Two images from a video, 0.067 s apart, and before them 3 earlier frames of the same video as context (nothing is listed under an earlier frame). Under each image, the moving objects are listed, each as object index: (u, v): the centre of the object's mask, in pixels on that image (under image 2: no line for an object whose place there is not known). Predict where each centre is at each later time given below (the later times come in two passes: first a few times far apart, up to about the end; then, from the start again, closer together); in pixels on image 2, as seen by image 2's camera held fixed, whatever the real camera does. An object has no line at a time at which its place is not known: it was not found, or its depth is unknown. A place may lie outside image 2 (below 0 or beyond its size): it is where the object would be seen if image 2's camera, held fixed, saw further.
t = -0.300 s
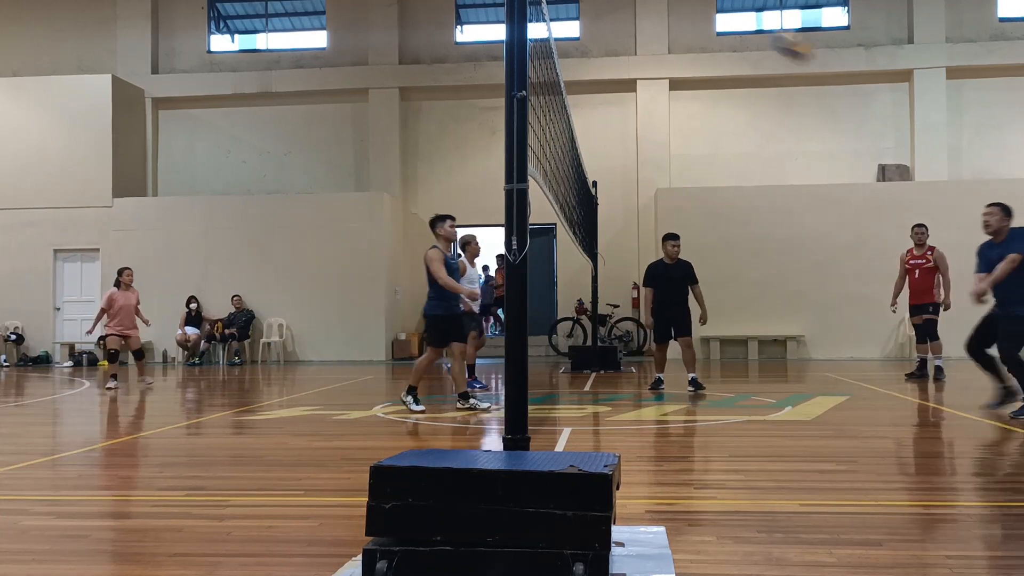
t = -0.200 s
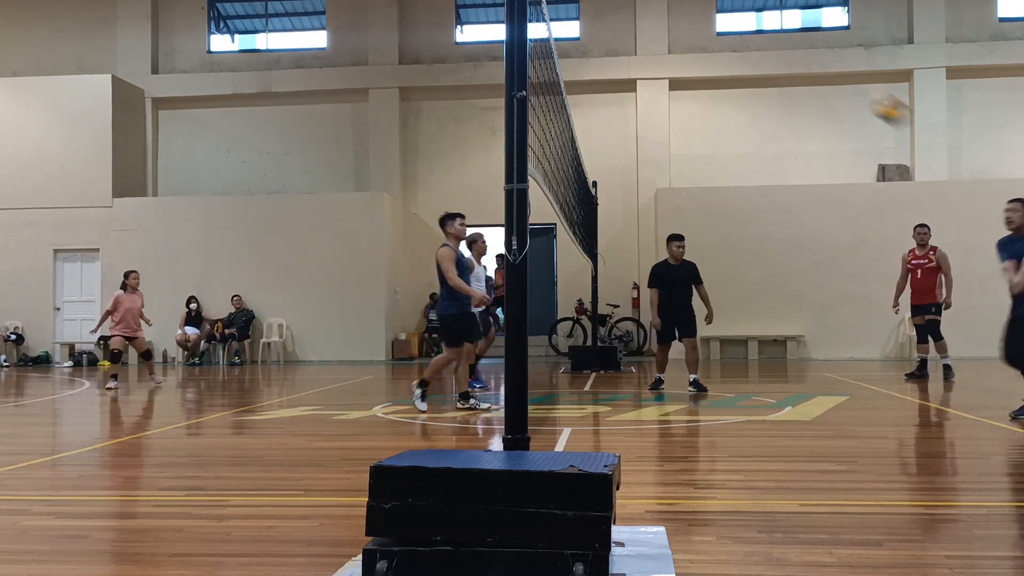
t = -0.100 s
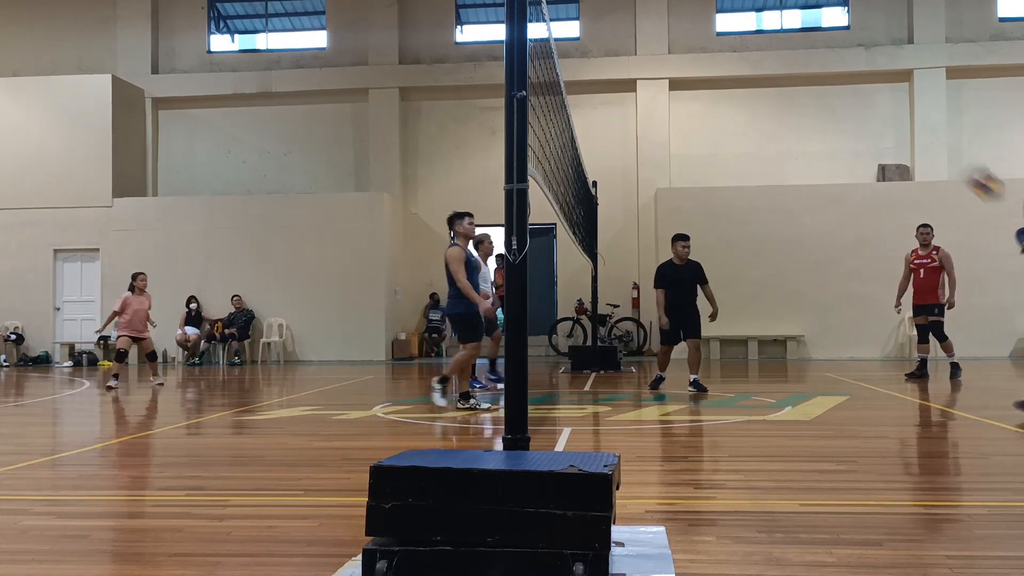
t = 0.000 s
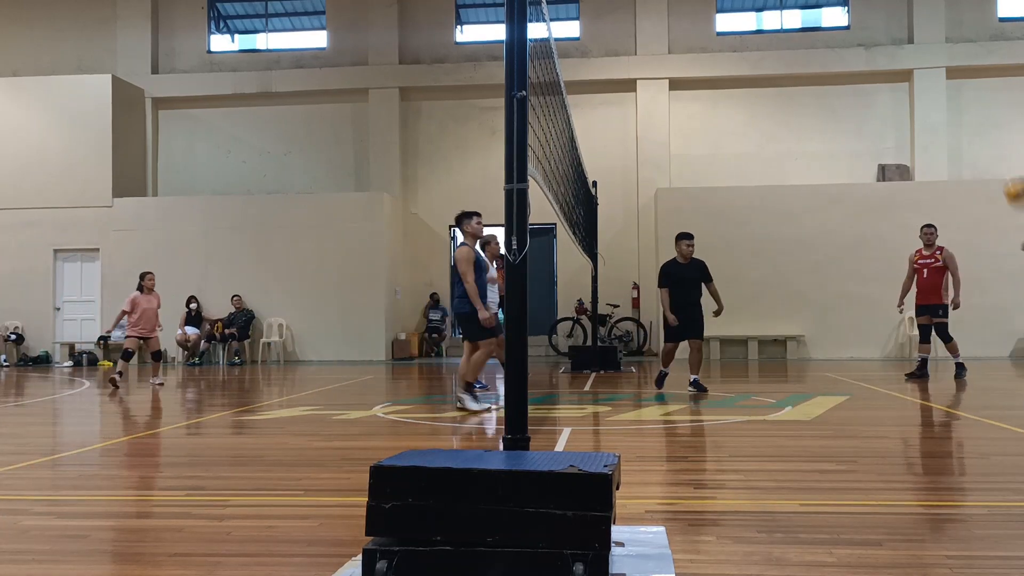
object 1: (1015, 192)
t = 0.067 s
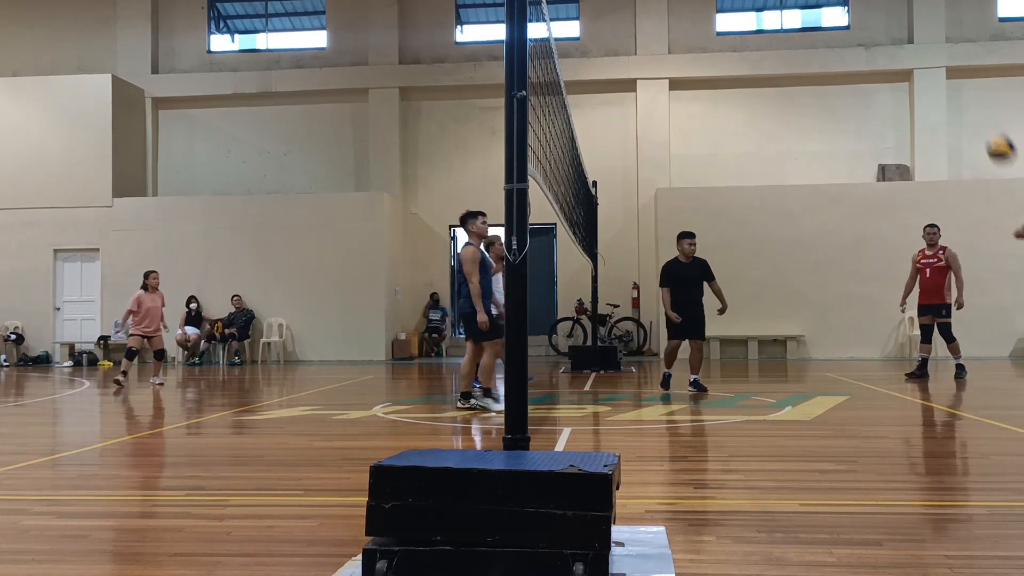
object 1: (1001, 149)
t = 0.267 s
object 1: (952, 61)
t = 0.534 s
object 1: (895, 28)
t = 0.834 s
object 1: (839, 86)
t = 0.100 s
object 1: (992, 130)
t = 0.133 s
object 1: (983, 112)
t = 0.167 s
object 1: (976, 98)
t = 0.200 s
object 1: (967, 84)
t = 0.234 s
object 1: (959, 72)
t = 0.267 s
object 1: (952, 61)
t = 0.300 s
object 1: (944, 52)
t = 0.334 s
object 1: (937, 45)
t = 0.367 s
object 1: (929, 38)
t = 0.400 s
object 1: (922, 34)
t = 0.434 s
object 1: (915, 30)
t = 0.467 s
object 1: (908, 28)
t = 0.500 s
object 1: (902, 27)
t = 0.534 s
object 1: (895, 28)
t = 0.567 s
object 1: (888, 29)
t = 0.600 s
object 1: (882, 33)
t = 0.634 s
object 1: (876, 37)
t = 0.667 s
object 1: (869, 43)
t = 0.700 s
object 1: (863, 49)
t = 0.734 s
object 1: (858, 56)
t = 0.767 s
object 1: (851, 65)
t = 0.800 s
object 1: (844, 75)
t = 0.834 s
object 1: (839, 86)
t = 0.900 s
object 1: (828, 112)
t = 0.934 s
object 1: (822, 127)
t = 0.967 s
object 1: (817, 143)
